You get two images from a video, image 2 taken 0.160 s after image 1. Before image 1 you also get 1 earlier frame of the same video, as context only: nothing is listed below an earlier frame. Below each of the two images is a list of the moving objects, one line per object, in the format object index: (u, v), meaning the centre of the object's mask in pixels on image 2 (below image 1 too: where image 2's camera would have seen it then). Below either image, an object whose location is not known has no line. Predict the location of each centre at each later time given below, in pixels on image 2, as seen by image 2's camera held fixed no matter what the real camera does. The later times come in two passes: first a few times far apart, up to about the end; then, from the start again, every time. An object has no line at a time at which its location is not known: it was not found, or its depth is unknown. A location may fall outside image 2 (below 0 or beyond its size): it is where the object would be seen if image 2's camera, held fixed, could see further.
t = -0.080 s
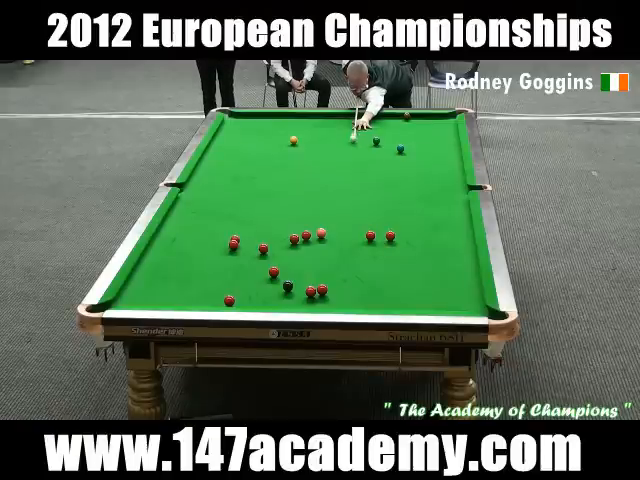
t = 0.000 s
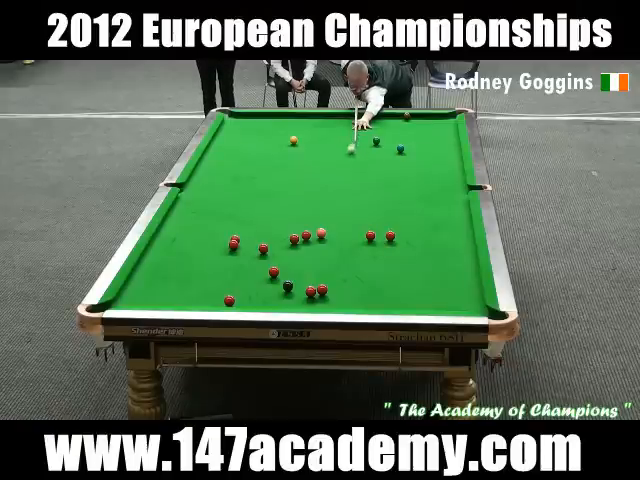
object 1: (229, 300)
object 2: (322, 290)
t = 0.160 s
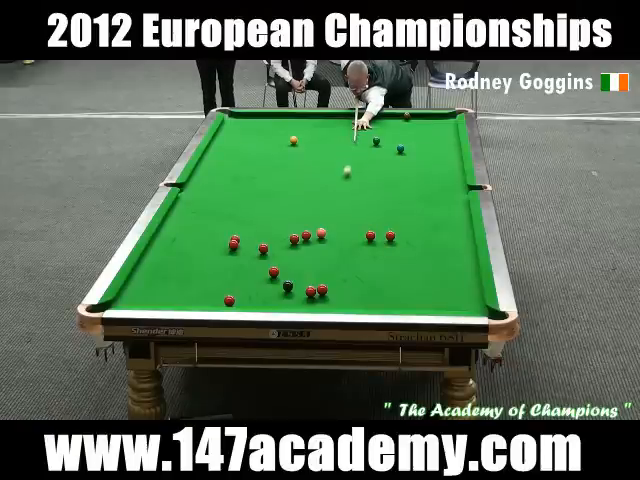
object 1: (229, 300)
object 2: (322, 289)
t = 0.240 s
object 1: (229, 300)
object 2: (322, 289)
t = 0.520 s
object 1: (229, 300)
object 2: (322, 290)
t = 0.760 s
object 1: (229, 300)
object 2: (322, 290)
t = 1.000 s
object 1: (229, 300)
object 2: (323, 295)
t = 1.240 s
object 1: (229, 300)
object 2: (329, 303)
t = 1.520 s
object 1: (217, 293)
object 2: (338, 303)
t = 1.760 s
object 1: (207, 291)
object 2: (347, 300)
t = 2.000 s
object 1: (198, 287)
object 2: (355, 294)
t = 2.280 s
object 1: (189, 282)
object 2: (364, 290)
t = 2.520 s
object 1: (182, 279)
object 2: (370, 286)
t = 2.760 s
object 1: (175, 275)
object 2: (376, 283)
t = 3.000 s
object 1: (169, 272)
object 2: (382, 280)
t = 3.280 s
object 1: (163, 269)
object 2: (387, 277)
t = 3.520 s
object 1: (159, 267)
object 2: (391, 275)
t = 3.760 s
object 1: (155, 265)
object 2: (394, 273)
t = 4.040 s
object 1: (151, 263)
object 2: (397, 272)
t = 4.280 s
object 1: (148, 262)
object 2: (400, 271)
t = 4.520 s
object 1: (146, 261)
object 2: (401, 270)
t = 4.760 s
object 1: (144, 260)
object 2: (401, 270)
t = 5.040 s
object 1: (143, 260)
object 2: (401, 270)
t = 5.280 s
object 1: (143, 260)
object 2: (401, 270)
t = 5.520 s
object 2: (401, 270)
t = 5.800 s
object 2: (401, 270)
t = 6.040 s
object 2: (401, 270)
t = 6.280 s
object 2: (402, 270)
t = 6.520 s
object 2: (402, 270)
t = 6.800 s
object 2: (402, 270)
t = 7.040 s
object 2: (402, 270)
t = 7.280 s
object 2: (402, 270)
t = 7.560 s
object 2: (402, 270)
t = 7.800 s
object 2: (402, 270)
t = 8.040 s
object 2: (402, 270)
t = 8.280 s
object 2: (402, 270)
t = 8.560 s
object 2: (402, 270)
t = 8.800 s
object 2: (402, 270)
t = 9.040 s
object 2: (402, 270)
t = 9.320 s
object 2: (402, 270)
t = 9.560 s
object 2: (402, 270)
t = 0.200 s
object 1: (229, 300)
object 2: (322, 289)
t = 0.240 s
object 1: (229, 300)
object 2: (322, 289)
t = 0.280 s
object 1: (229, 300)
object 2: (322, 289)
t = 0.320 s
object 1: (229, 300)
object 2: (322, 289)
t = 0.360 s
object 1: (229, 300)
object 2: (322, 289)
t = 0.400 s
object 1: (229, 300)
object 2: (322, 289)
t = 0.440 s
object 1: (229, 300)
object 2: (322, 289)
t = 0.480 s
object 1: (229, 300)
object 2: (322, 289)
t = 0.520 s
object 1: (229, 300)
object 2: (322, 290)
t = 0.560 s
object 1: (229, 300)
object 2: (322, 289)
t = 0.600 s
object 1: (229, 300)
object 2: (322, 289)
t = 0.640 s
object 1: (229, 300)
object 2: (322, 290)
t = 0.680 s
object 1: (229, 300)
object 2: (322, 290)
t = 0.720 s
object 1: (229, 300)
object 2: (322, 290)
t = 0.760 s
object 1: (229, 300)
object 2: (322, 290)
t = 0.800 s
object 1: (229, 300)
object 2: (322, 290)
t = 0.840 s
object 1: (229, 300)
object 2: (322, 290)
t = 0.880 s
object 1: (229, 300)
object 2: (322, 290)
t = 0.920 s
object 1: (229, 300)
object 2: (322, 290)
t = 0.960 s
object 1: (229, 300)
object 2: (321, 293)
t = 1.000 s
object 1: (229, 300)
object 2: (323, 295)
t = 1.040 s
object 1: (229, 300)
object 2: (324, 296)
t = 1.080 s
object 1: (229, 300)
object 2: (325, 298)
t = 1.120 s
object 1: (229, 300)
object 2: (326, 299)
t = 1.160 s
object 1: (229, 300)
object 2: (327, 301)
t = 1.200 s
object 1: (229, 300)
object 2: (328, 302)
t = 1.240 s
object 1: (229, 300)
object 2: (329, 303)
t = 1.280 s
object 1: (228, 300)
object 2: (330, 304)
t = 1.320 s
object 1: (226, 299)
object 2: (330, 305)
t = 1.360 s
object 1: (224, 298)
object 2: (332, 305)
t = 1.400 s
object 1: (222, 297)
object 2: (334, 305)
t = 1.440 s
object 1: (220, 295)
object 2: (335, 304)
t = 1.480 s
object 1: (218, 294)
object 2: (337, 304)
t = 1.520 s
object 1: (217, 293)
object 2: (338, 303)
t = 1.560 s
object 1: (216, 293)
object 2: (340, 303)
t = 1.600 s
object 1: (215, 293)
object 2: (341, 302)
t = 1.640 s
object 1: (213, 292)
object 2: (343, 302)
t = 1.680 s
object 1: (211, 292)
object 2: (344, 301)
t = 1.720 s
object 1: (209, 291)
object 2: (346, 301)
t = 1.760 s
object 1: (207, 291)
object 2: (347, 300)
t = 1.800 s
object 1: (206, 290)
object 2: (348, 300)
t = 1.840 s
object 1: (204, 290)
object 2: (350, 299)
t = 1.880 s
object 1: (203, 290)
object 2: (351, 299)
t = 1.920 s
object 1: (201, 289)
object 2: (353, 296)
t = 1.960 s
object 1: (200, 288)
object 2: (354, 295)
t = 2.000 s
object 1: (198, 287)
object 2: (355, 294)
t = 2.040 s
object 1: (197, 286)
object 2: (356, 294)
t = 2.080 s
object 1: (196, 286)
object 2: (358, 293)
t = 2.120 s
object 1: (194, 285)
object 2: (359, 292)
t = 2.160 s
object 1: (193, 284)
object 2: (360, 292)
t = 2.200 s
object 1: (192, 284)
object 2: (361, 291)
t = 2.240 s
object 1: (190, 283)
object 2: (362, 291)
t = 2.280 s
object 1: (189, 282)
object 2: (364, 290)
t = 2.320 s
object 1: (188, 282)
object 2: (365, 289)
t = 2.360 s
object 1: (186, 281)
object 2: (366, 288)
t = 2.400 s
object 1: (185, 281)
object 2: (367, 288)
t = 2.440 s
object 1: (184, 280)
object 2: (368, 287)
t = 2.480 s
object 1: (183, 279)
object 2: (369, 286)
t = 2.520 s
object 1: (182, 279)
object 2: (370, 286)
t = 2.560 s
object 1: (181, 278)
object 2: (371, 285)
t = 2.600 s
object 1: (180, 277)
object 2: (372, 285)
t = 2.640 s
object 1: (178, 277)
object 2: (373, 284)
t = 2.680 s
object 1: (177, 276)
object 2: (374, 284)
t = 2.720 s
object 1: (176, 276)
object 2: (375, 283)
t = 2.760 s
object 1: (175, 275)
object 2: (376, 283)
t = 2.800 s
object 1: (174, 275)
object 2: (377, 282)
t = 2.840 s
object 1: (173, 274)
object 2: (378, 282)
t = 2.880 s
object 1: (172, 274)
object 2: (379, 281)
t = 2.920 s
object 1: (171, 273)
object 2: (380, 281)
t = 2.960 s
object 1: (170, 273)
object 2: (381, 280)
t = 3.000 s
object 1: (169, 272)
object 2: (382, 280)
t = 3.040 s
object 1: (168, 271)
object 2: (382, 279)
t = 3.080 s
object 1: (167, 271)
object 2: (383, 279)
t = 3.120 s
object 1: (166, 271)
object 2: (384, 278)
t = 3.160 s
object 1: (166, 270)
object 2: (385, 278)
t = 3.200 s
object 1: (165, 270)
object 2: (385, 278)
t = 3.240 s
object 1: (164, 269)
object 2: (386, 277)
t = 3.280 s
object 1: (163, 269)
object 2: (387, 277)
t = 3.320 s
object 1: (163, 269)
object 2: (388, 276)
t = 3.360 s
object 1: (162, 268)
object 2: (388, 276)
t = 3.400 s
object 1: (161, 268)
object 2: (389, 276)
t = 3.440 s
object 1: (160, 267)
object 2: (389, 275)
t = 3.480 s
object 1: (160, 267)
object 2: (390, 275)
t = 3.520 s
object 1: (159, 267)
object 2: (391, 275)
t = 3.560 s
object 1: (158, 267)
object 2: (391, 275)
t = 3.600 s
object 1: (158, 266)
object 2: (392, 274)
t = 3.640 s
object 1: (157, 266)
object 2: (392, 274)
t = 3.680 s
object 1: (156, 266)
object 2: (393, 274)
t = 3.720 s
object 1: (156, 265)
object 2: (394, 274)
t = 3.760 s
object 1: (155, 265)
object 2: (394, 273)
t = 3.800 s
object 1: (154, 265)
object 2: (395, 273)
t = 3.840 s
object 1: (154, 265)
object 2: (395, 273)
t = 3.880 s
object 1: (153, 264)
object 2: (395, 273)
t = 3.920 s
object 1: (153, 264)
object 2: (396, 272)
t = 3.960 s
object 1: (152, 264)
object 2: (397, 272)
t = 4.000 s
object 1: (152, 263)
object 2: (397, 272)
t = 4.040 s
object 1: (151, 263)
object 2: (397, 272)
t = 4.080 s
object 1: (150, 263)
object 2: (398, 272)
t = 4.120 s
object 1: (150, 263)
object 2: (398, 271)
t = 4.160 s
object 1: (149, 263)
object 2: (399, 271)
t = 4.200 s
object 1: (149, 262)
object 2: (399, 271)
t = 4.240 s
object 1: (148, 262)
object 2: (399, 271)
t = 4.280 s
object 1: (148, 262)
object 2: (400, 271)
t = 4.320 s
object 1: (147, 262)
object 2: (400, 271)
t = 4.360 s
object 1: (147, 261)
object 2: (400, 271)
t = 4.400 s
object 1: (147, 261)
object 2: (400, 271)
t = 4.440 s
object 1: (146, 261)
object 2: (401, 271)
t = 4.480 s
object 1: (146, 261)
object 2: (401, 270)
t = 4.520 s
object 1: (146, 261)
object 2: (401, 270)
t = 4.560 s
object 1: (145, 261)
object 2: (401, 270)
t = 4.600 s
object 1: (145, 261)
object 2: (401, 270)
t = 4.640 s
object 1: (145, 260)
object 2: (401, 270)
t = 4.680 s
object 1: (144, 260)
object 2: (401, 270)
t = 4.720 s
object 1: (144, 260)
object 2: (401, 270)
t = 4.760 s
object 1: (144, 260)
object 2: (401, 270)
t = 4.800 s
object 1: (144, 260)
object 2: (401, 270)
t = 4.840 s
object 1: (143, 260)
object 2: (401, 270)
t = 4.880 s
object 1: (143, 260)
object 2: (401, 270)
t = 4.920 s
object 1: (143, 260)
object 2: (401, 270)
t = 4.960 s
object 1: (143, 260)
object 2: (401, 270)
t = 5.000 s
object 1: (143, 260)
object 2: (401, 270)
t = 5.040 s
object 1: (143, 260)
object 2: (401, 270)
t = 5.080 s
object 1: (143, 260)
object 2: (401, 270)
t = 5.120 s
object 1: (143, 260)
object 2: (401, 270)
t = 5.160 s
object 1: (143, 260)
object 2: (401, 270)
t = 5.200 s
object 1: (143, 260)
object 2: (401, 270)
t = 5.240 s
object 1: (143, 260)
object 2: (401, 270)
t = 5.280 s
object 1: (143, 260)
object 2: (401, 270)
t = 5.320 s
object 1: (143, 260)
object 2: (401, 270)
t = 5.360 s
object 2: (401, 270)
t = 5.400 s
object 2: (401, 270)
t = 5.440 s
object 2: (401, 270)
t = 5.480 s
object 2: (401, 270)
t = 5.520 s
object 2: (401, 270)
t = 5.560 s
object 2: (401, 270)
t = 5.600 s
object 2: (401, 270)
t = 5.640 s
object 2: (401, 270)
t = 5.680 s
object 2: (401, 270)
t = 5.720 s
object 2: (401, 270)
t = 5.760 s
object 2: (401, 270)
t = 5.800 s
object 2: (401, 270)
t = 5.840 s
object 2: (401, 270)
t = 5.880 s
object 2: (401, 270)
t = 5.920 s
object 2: (401, 270)
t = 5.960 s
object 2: (401, 270)
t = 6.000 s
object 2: (401, 270)
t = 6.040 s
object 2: (401, 270)
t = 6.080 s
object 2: (401, 270)
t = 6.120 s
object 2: (402, 270)
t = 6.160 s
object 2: (402, 270)
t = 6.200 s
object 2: (402, 270)
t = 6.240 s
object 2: (402, 270)
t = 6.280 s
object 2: (402, 270)
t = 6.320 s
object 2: (402, 270)
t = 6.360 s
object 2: (402, 270)
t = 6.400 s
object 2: (402, 270)
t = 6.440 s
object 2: (402, 270)
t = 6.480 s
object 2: (402, 270)
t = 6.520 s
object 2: (402, 270)
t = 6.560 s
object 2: (402, 270)
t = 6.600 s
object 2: (402, 270)
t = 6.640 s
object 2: (402, 270)
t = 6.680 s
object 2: (402, 270)
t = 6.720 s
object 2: (402, 270)
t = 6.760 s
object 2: (402, 270)
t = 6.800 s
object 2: (402, 270)
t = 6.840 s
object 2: (402, 270)
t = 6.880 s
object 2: (402, 270)
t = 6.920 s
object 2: (402, 270)
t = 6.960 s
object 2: (402, 270)
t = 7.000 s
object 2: (402, 270)
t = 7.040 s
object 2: (402, 270)
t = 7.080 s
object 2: (402, 270)
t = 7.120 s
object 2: (402, 270)
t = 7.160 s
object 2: (402, 270)
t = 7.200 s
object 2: (402, 270)
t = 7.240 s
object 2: (402, 270)
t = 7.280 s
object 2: (402, 270)
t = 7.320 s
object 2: (402, 270)
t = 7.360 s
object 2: (402, 270)
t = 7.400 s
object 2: (402, 270)
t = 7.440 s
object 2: (402, 270)
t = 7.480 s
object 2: (402, 270)
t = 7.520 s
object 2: (402, 270)
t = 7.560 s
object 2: (402, 270)
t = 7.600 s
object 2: (402, 270)
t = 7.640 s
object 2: (402, 270)
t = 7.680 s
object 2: (402, 270)
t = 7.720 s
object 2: (402, 270)
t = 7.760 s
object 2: (402, 270)
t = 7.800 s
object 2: (402, 270)
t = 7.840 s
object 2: (402, 270)
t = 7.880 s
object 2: (402, 270)
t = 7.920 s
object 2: (402, 270)
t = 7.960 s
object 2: (402, 270)
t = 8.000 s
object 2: (402, 270)
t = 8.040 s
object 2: (402, 270)
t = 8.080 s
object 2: (402, 270)
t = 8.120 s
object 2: (402, 270)
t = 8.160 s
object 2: (402, 270)
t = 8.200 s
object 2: (402, 270)
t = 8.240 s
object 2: (402, 270)
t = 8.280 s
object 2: (402, 270)
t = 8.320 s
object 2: (402, 270)
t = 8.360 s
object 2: (402, 270)
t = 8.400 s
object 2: (402, 270)
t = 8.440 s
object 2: (402, 270)
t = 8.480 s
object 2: (402, 270)
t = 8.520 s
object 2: (402, 270)
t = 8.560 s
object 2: (402, 270)
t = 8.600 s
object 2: (402, 270)
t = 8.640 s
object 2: (402, 270)
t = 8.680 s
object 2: (402, 270)
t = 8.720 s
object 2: (402, 270)
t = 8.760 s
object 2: (402, 270)
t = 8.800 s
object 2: (402, 270)
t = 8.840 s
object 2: (402, 270)
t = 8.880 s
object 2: (402, 270)
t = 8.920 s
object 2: (402, 270)
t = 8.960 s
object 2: (402, 270)
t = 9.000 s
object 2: (402, 270)
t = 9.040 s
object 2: (402, 270)
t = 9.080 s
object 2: (402, 270)
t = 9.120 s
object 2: (402, 270)
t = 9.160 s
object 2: (402, 270)
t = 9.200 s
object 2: (402, 270)
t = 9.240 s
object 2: (402, 270)
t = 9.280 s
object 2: (402, 270)
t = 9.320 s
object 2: (402, 270)
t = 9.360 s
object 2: (402, 270)
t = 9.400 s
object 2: (402, 270)
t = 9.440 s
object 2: (402, 270)
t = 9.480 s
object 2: (402, 270)
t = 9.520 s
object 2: (402, 270)
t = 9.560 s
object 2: (402, 270)
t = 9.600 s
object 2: (402, 270)
